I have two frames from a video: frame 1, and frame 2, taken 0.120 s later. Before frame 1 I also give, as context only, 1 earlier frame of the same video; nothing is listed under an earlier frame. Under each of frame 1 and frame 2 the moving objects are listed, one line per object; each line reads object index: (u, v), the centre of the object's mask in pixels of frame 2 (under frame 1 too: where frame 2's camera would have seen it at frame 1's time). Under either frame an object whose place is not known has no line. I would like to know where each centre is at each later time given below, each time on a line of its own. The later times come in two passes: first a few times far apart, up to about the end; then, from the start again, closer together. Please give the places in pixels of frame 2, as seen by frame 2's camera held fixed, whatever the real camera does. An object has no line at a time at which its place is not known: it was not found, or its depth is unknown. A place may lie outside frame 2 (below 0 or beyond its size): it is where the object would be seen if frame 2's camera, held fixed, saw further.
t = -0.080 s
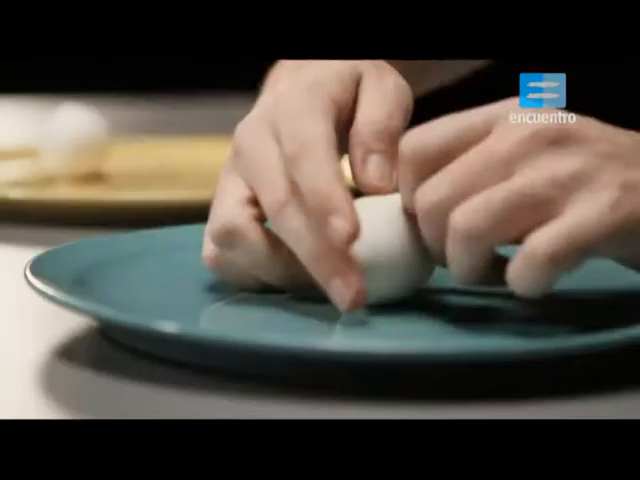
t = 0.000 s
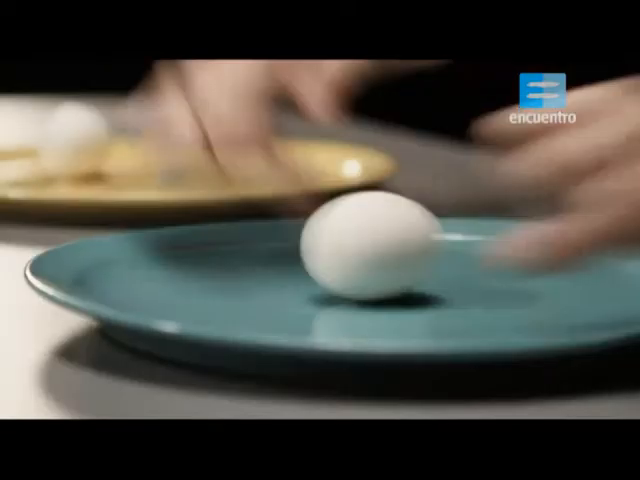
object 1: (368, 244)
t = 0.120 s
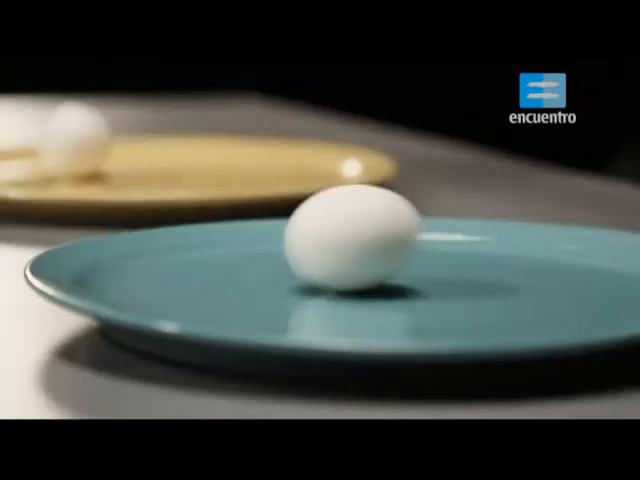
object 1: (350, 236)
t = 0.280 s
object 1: (322, 225)
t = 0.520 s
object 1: (296, 211)
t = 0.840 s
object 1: (288, 203)
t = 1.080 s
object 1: (291, 207)
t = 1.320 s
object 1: (283, 213)
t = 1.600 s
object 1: (252, 217)
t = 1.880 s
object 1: (211, 217)
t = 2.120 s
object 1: (200, 214)
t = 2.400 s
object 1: (242, 213)
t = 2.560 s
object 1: (282, 212)
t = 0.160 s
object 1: (341, 233)
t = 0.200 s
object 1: (339, 229)
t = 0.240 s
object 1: (333, 228)
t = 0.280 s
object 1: (322, 225)
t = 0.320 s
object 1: (320, 223)
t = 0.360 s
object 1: (313, 221)
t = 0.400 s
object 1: (305, 218)
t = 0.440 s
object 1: (303, 216)
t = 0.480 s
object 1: (297, 213)
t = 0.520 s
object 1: (296, 211)
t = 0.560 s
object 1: (293, 208)
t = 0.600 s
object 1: (290, 207)
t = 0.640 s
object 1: (289, 206)
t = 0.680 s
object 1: (287, 205)
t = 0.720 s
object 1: (288, 203)
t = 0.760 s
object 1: (287, 203)
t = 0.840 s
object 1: (288, 203)
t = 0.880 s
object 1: (289, 203)
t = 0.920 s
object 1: (288, 204)
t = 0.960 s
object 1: (289, 204)
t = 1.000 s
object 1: (290, 205)
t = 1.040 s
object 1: (291, 206)
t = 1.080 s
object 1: (291, 207)
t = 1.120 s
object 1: (291, 207)
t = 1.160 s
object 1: (291, 208)
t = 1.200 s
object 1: (290, 209)
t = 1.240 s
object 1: (288, 210)
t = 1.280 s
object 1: (285, 211)
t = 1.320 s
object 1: (283, 213)
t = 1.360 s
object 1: (280, 214)
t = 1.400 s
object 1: (276, 214)
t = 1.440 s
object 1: (272, 215)
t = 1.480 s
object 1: (267, 216)
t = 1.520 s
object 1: (263, 217)
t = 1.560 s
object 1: (258, 217)
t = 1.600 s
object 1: (252, 217)
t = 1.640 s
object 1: (246, 217)
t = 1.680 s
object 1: (239, 218)
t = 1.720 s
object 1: (233, 218)
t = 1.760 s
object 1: (227, 217)
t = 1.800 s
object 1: (221, 217)
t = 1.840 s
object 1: (216, 217)
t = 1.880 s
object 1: (211, 217)
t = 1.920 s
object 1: (207, 216)
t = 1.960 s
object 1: (202, 216)
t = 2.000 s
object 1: (200, 215)
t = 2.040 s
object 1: (199, 215)
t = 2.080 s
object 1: (199, 214)
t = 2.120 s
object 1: (200, 214)
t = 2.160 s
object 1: (203, 214)
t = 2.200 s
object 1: (207, 213)
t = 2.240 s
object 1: (212, 213)
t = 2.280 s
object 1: (217, 213)
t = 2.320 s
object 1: (225, 212)
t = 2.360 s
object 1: (233, 212)
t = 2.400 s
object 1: (242, 213)
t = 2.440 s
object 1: (251, 213)
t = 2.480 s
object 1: (262, 213)
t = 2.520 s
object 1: (272, 213)
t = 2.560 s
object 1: (282, 212)
